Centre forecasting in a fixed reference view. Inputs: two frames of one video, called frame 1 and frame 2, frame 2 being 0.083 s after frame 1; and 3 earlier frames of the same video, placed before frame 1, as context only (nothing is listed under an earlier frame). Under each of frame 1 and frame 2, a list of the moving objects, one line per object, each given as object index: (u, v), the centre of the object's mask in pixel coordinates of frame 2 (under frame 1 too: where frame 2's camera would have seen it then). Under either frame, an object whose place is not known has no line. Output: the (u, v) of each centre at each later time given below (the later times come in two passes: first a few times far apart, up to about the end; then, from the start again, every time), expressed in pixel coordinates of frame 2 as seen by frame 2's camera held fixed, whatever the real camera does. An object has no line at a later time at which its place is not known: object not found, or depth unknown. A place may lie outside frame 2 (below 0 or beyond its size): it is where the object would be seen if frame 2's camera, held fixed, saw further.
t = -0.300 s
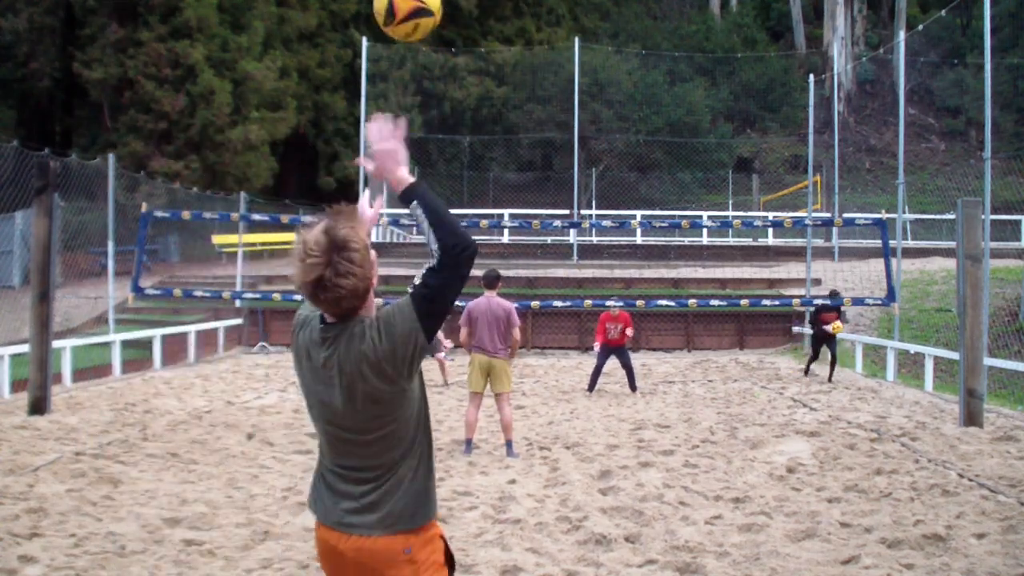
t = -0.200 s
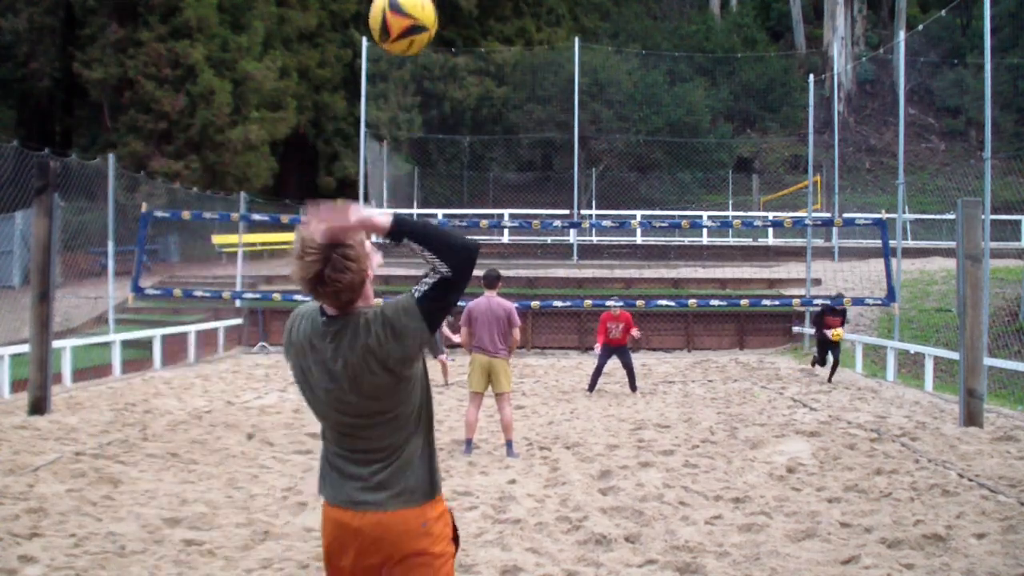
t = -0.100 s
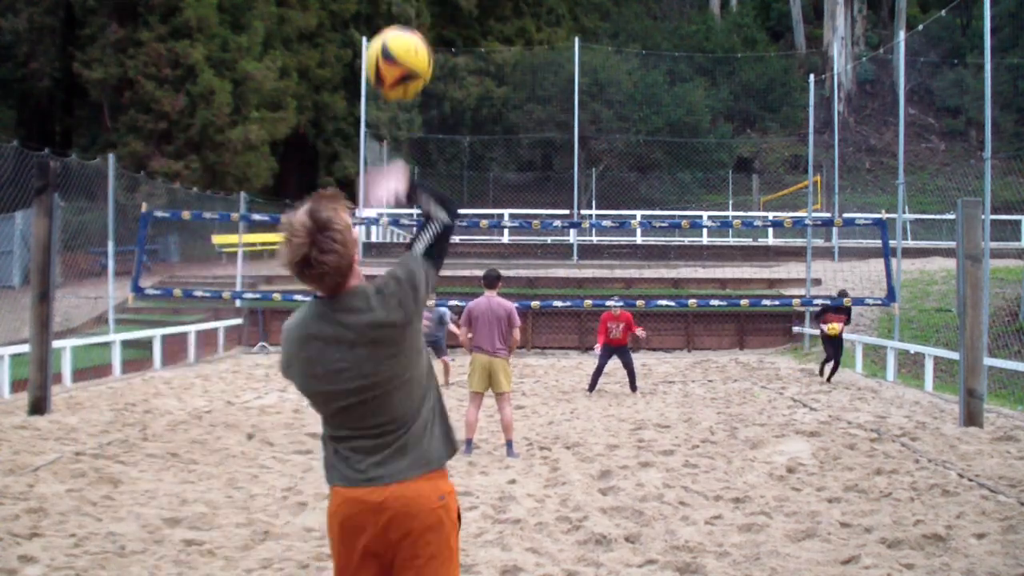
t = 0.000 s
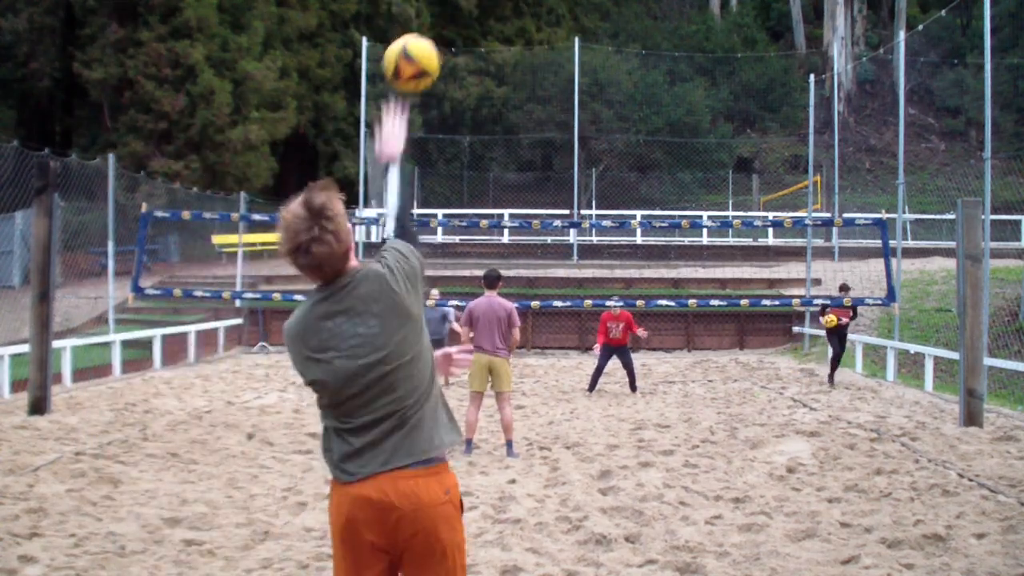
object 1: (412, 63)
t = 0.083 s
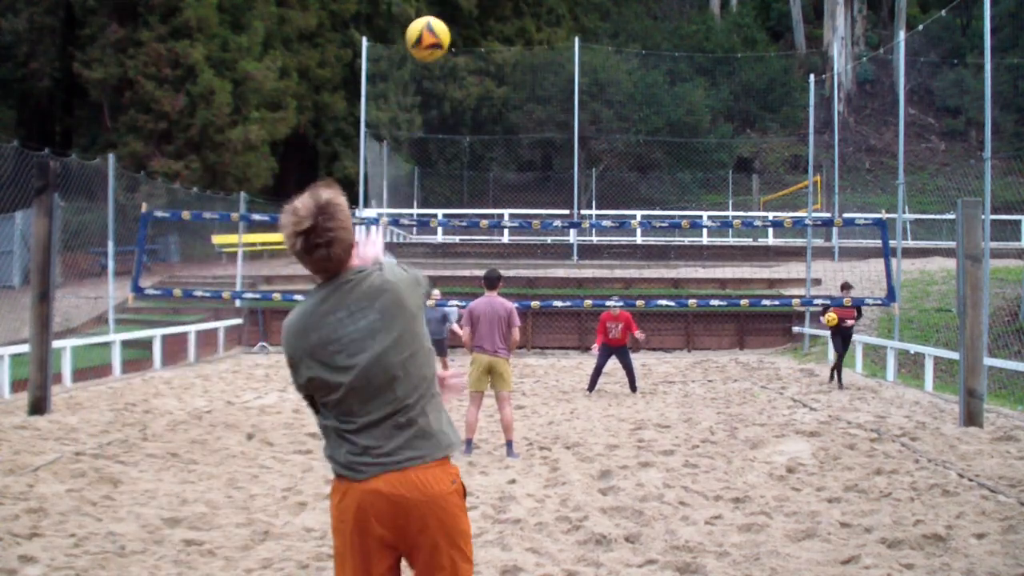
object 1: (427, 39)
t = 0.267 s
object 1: (439, 39)
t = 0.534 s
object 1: (430, 94)
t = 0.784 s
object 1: (427, 169)
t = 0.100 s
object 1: (430, 36)
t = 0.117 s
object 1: (432, 34)
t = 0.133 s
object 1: (433, 33)
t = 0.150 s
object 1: (435, 32)
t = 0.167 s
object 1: (436, 32)
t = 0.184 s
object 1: (437, 32)
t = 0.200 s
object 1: (437, 33)
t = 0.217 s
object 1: (438, 34)
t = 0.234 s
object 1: (439, 35)
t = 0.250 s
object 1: (439, 37)
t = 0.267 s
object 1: (439, 39)
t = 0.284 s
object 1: (439, 41)
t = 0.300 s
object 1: (439, 44)
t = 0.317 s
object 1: (439, 47)
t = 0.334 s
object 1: (438, 49)
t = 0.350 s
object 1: (438, 52)
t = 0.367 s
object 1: (437, 55)
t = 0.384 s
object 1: (436, 58)
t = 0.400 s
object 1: (436, 62)
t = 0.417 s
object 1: (435, 65)
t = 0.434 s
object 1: (434, 69)
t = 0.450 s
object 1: (433, 73)
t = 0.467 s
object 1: (433, 77)
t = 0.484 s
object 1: (432, 81)
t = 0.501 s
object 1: (431, 85)
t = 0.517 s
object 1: (431, 89)
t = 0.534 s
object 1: (430, 94)
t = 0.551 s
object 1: (429, 98)
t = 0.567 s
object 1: (429, 102)
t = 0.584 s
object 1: (429, 107)
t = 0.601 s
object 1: (428, 112)
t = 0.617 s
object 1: (428, 117)
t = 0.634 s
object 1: (428, 122)
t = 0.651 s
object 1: (427, 127)
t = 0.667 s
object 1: (427, 131)
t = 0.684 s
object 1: (427, 137)
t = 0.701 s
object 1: (427, 142)
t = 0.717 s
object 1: (427, 147)
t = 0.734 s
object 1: (427, 153)
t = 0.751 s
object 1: (427, 158)
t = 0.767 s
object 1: (426, 164)
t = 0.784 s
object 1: (427, 169)
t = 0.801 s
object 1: (426, 175)
